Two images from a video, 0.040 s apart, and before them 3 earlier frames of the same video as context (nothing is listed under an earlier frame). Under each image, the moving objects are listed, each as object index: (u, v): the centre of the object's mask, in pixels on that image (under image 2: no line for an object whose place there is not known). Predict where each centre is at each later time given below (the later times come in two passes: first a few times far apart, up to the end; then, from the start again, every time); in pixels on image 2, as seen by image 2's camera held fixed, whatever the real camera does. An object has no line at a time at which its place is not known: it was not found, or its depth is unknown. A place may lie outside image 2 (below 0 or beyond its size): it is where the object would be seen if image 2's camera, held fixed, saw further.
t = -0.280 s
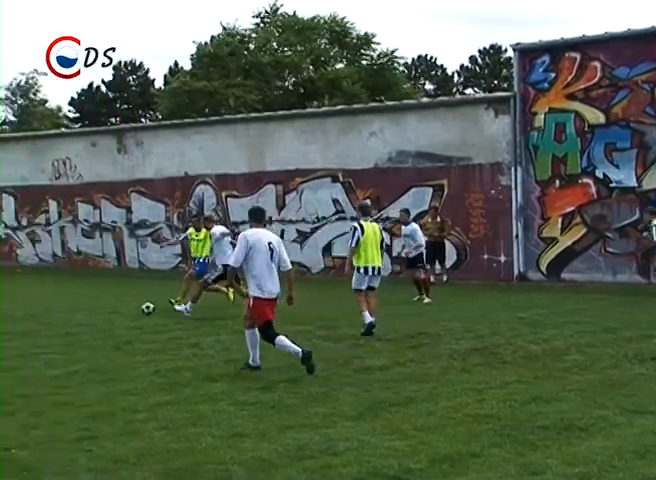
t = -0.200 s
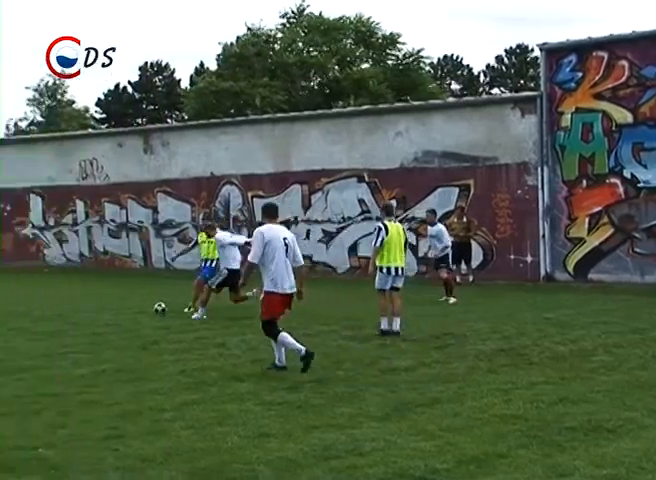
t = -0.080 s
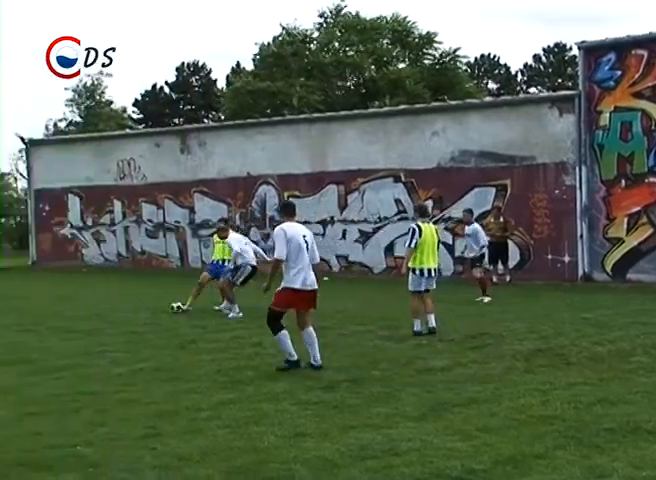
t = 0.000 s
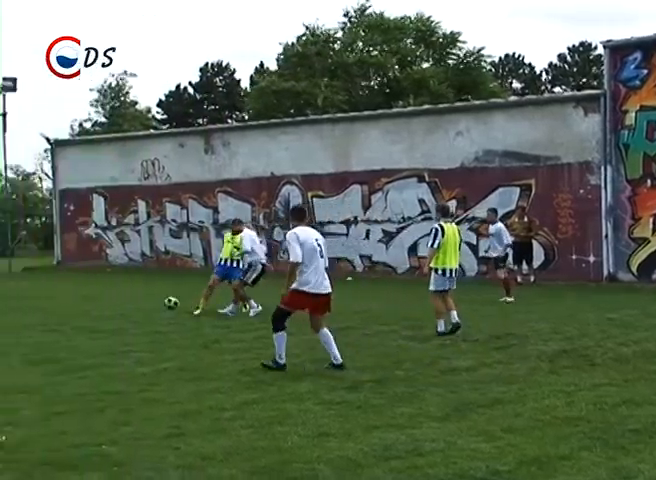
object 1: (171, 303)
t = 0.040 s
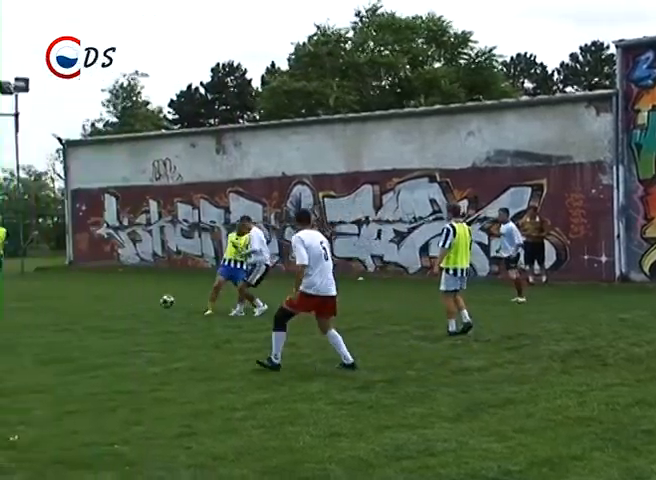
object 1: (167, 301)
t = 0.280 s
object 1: (59, 306)
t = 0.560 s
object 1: (-78, 330)
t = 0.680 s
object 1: (-126, 328)
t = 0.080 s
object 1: (150, 300)
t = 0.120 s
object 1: (132, 299)
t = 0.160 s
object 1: (116, 300)
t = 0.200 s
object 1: (97, 301)
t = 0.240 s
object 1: (78, 303)
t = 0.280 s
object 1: (59, 306)
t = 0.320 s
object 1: (39, 311)
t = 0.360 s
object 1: (19, 315)
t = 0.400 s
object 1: (-3, 322)
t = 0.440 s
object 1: (-25, 330)
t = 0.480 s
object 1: (-47, 336)
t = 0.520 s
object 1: (-63, 333)
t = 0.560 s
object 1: (-78, 330)
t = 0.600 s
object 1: (-93, 328)
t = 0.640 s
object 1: (-109, 326)
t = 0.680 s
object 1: (-126, 328)
